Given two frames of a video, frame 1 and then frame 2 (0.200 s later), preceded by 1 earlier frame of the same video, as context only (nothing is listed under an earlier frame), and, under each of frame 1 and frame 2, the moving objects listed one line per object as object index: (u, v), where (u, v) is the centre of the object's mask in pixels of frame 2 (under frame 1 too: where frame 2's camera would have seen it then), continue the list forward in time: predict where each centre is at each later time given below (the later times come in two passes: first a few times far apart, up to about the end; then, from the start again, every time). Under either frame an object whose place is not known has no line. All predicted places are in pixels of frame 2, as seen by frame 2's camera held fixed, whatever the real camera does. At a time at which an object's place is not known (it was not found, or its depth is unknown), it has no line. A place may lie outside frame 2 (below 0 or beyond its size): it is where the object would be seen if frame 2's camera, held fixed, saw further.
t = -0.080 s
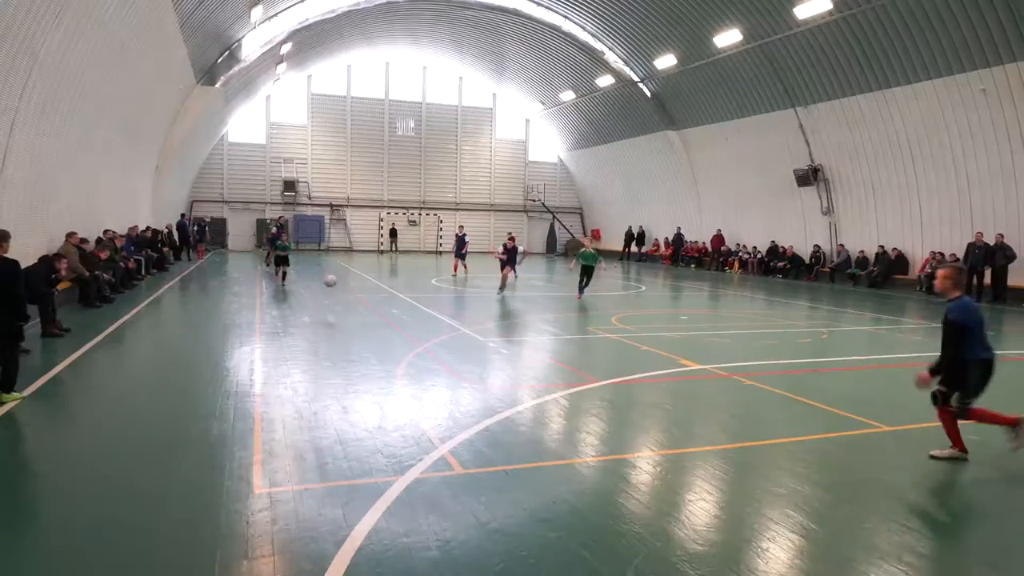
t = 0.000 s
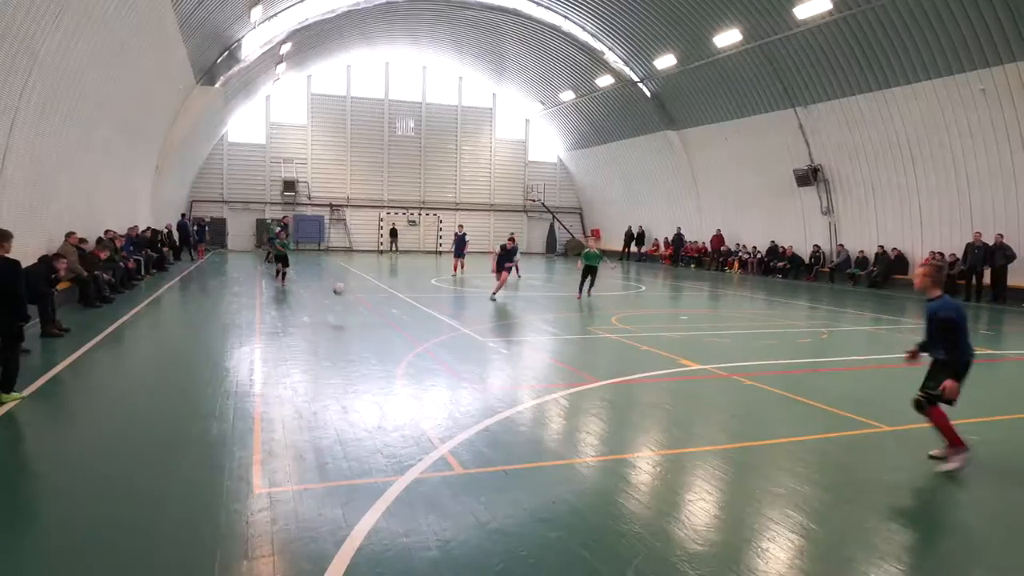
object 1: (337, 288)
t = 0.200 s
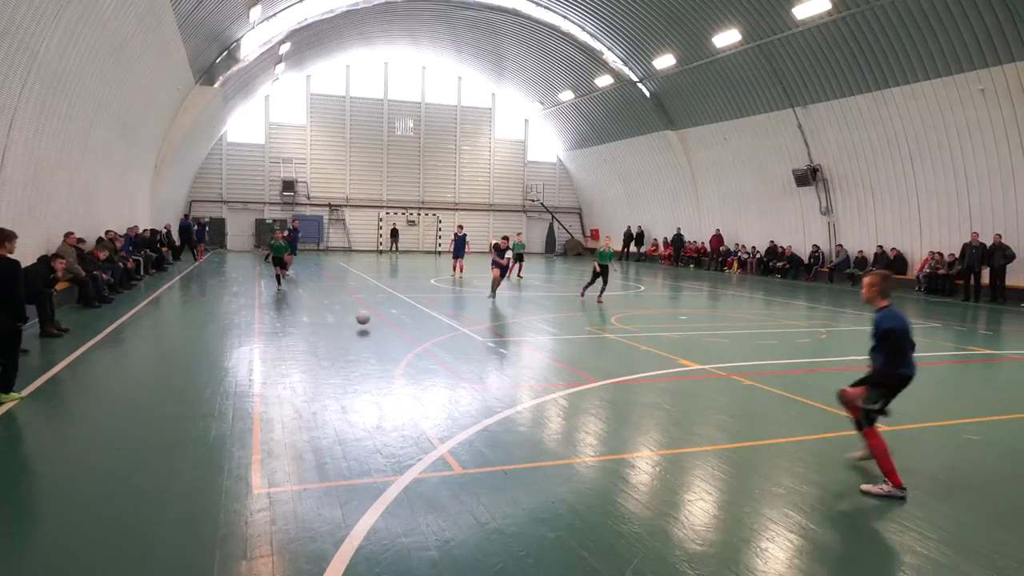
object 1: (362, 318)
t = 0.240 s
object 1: (367, 317)
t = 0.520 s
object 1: (414, 342)
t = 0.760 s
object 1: (470, 367)
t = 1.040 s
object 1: (563, 410)
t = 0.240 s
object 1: (367, 317)
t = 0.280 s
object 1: (374, 318)
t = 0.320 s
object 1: (380, 321)
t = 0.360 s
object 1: (385, 325)
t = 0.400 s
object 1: (393, 328)
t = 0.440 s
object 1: (399, 336)
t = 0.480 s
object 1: (407, 341)
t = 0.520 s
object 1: (414, 342)
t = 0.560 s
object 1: (422, 342)
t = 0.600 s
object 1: (431, 346)
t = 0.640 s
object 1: (438, 351)
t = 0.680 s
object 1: (449, 356)
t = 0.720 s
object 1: (458, 364)
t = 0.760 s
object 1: (470, 367)
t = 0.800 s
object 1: (480, 370)
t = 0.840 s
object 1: (492, 374)
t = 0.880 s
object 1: (504, 381)
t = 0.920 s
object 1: (518, 389)
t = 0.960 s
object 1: (532, 394)
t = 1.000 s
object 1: (547, 400)
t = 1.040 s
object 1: (563, 410)
